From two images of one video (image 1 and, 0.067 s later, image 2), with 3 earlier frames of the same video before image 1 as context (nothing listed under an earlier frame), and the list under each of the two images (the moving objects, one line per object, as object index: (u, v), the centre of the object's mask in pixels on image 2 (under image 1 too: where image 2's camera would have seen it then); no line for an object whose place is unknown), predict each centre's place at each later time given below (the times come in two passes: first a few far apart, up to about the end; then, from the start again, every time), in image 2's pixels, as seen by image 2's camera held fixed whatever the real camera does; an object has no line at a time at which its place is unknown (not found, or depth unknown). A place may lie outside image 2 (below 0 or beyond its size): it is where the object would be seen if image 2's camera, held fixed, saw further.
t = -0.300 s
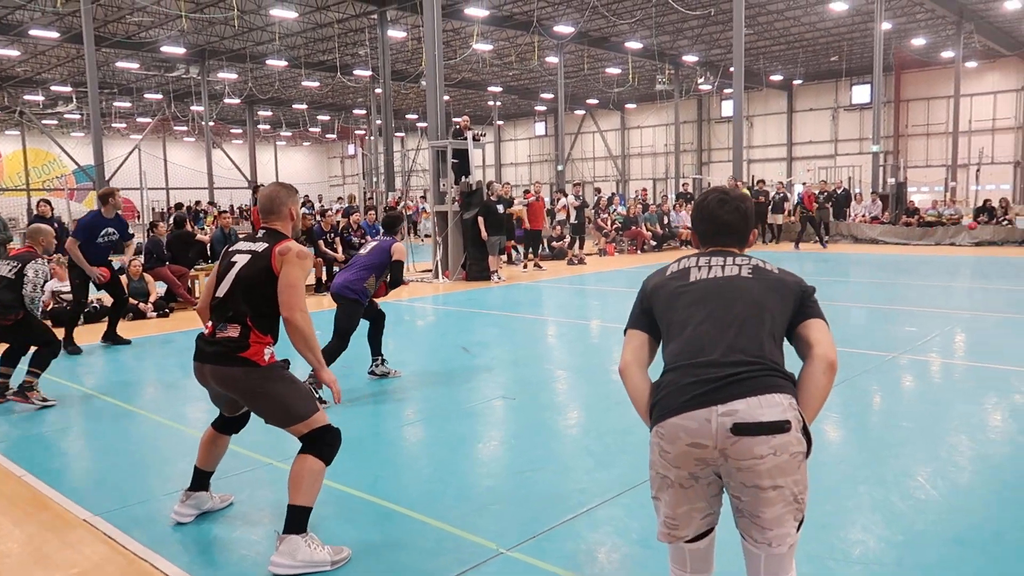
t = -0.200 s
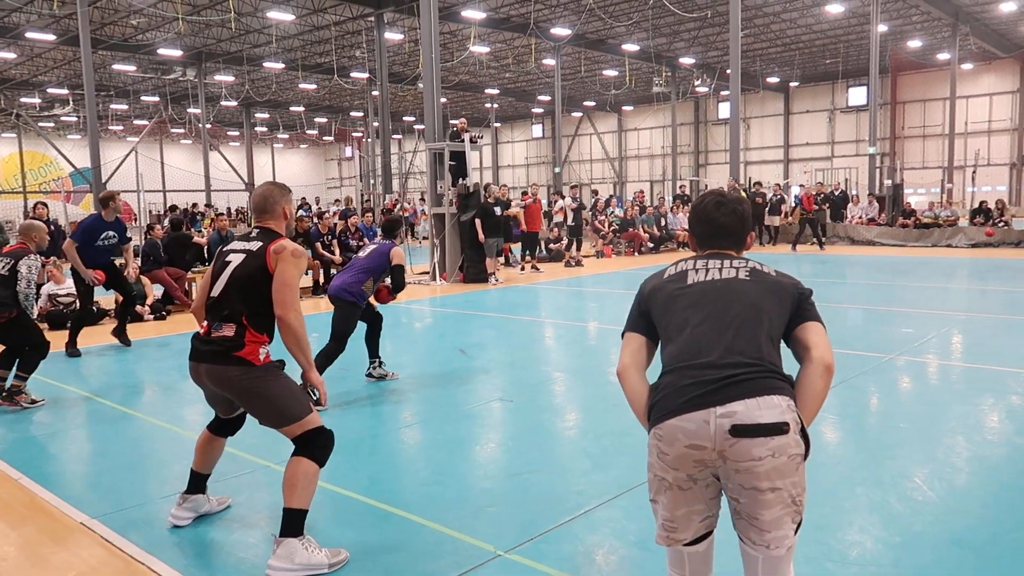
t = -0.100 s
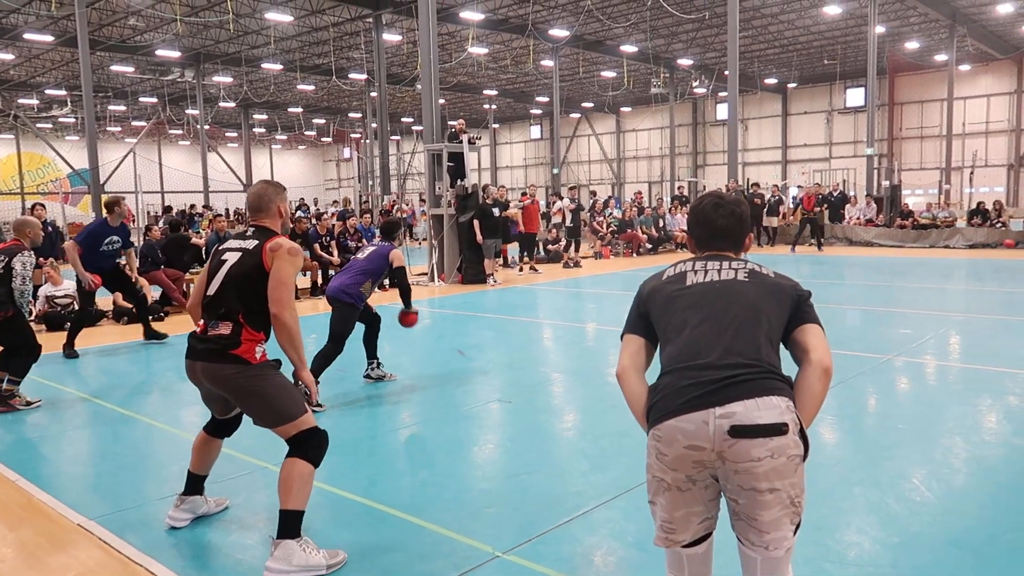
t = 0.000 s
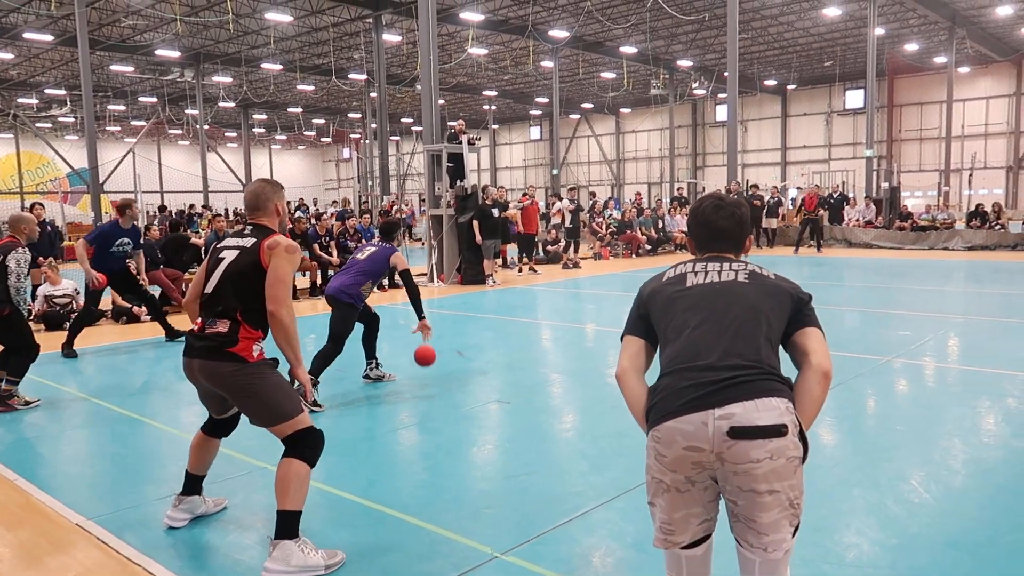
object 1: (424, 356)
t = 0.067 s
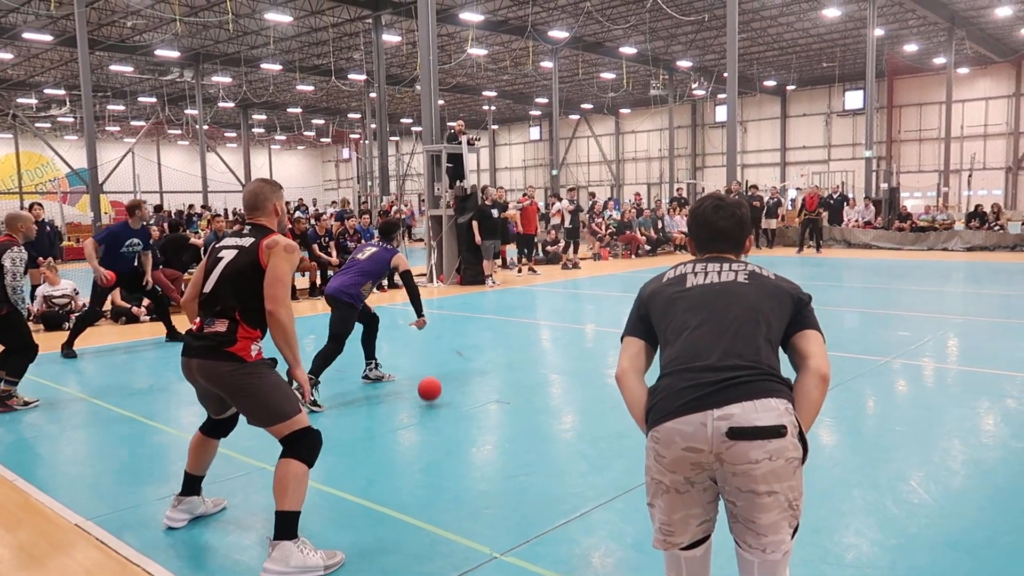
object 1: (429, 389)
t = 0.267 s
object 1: (424, 383)
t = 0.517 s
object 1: (417, 455)
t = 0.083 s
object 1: (430, 398)
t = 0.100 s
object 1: (430, 396)
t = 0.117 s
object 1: (430, 393)
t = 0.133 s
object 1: (429, 391)
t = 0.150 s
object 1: (428, 389)
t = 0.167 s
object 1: (428, 387)
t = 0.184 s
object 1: (427, 385)
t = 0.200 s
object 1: (427, 384)
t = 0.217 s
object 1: (426, 383)
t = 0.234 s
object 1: (425, 383)
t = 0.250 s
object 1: (425, 383)
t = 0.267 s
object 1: (424, 383)
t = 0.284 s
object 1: (424, 384)
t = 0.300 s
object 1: (423, 386)
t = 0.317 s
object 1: (423, 388)
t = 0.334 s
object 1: (422, 390)
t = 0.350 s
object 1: (422, 393)
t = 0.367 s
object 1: (421, 396)
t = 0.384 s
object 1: (421, 400)
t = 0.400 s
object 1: (420, 405)
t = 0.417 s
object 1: (420, 410)
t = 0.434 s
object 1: (419, 416)
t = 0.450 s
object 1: (419, 422)
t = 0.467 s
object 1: (418, 429)
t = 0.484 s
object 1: (418, 437)
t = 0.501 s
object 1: (417, 445)
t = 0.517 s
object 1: (417, 455)
